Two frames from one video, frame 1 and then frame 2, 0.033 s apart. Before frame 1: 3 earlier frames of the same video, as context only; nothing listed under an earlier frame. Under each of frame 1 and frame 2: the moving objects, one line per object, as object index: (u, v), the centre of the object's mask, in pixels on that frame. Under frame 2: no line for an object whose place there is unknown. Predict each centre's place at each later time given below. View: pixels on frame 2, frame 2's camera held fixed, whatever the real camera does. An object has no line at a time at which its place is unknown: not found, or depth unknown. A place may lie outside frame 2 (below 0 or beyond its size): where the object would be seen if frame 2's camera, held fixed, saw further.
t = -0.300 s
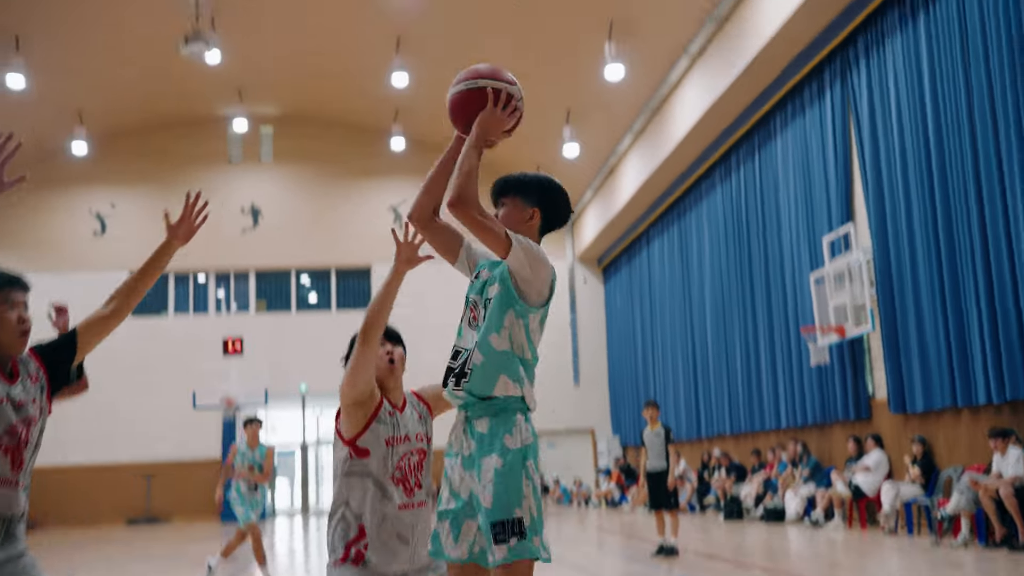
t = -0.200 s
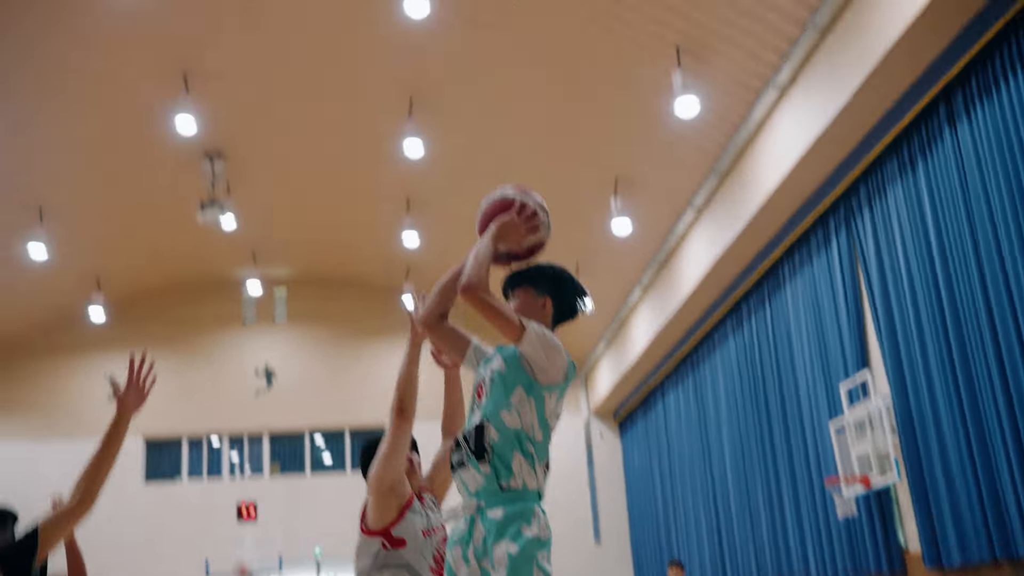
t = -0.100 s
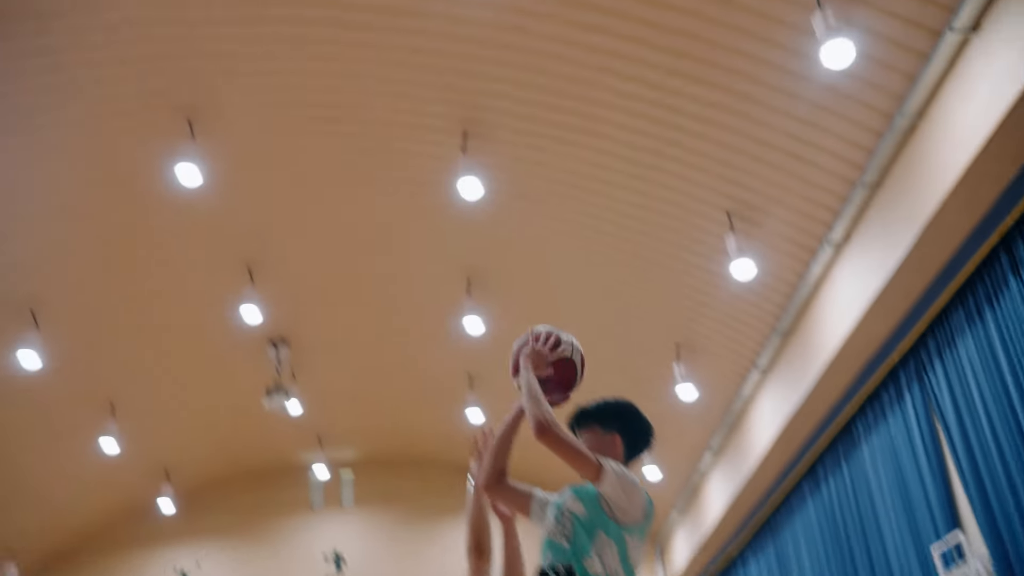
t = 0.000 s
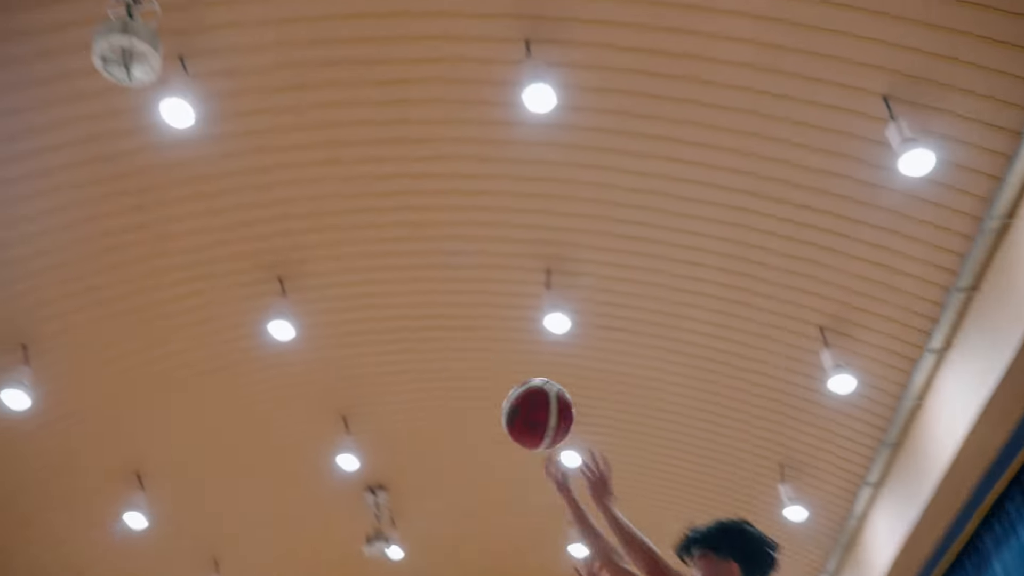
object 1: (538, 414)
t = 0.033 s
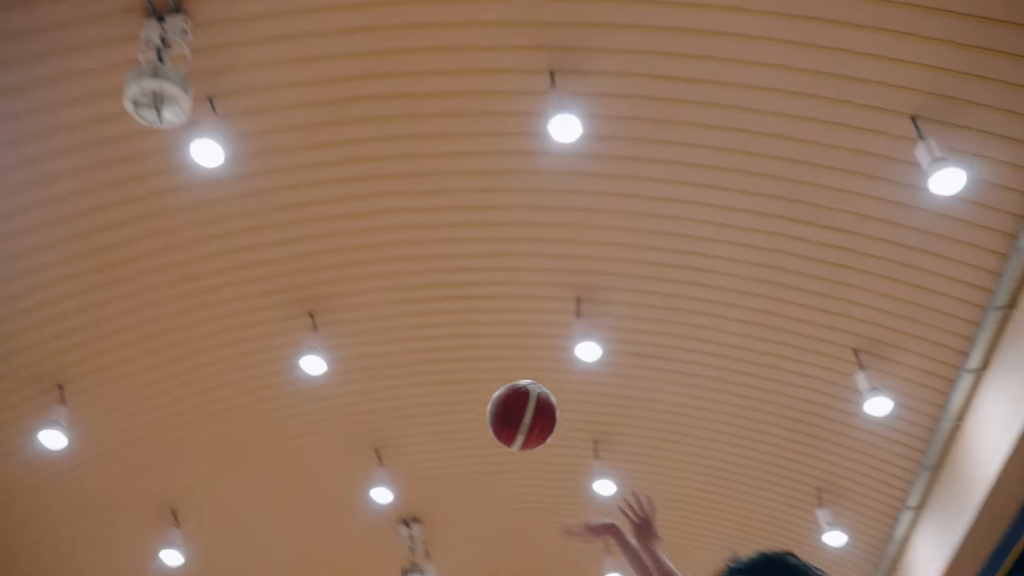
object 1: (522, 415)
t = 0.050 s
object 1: (498, 402)
